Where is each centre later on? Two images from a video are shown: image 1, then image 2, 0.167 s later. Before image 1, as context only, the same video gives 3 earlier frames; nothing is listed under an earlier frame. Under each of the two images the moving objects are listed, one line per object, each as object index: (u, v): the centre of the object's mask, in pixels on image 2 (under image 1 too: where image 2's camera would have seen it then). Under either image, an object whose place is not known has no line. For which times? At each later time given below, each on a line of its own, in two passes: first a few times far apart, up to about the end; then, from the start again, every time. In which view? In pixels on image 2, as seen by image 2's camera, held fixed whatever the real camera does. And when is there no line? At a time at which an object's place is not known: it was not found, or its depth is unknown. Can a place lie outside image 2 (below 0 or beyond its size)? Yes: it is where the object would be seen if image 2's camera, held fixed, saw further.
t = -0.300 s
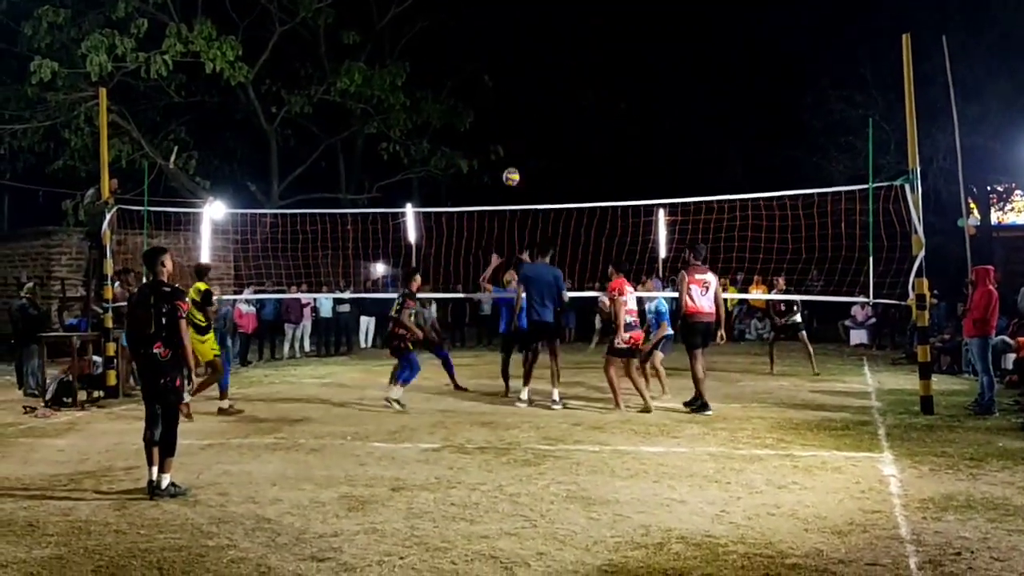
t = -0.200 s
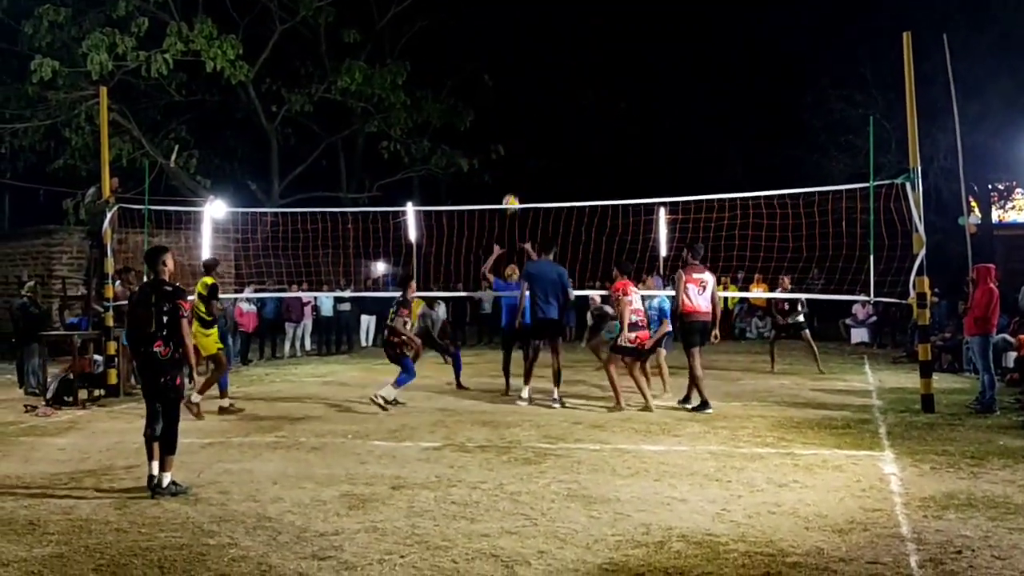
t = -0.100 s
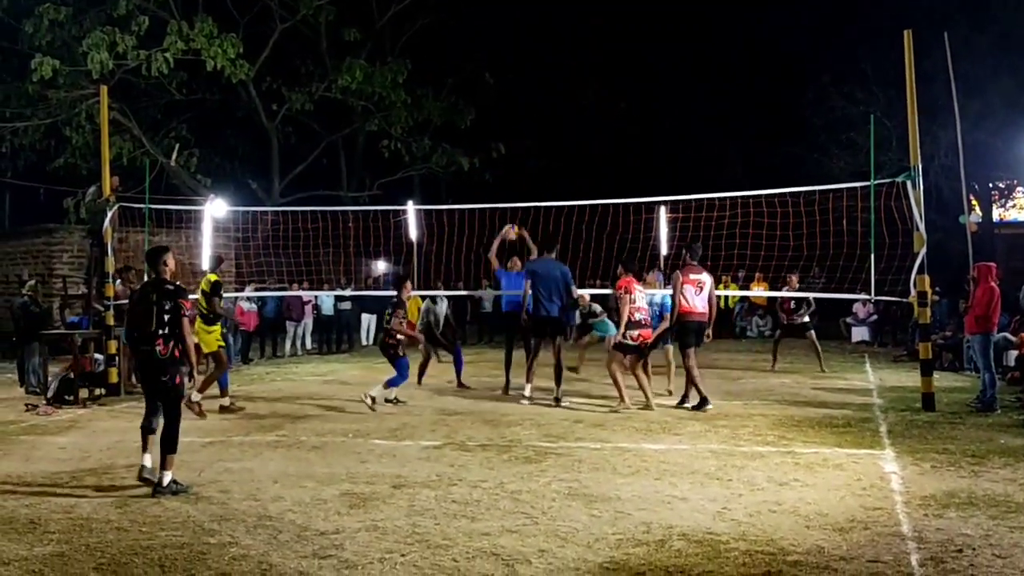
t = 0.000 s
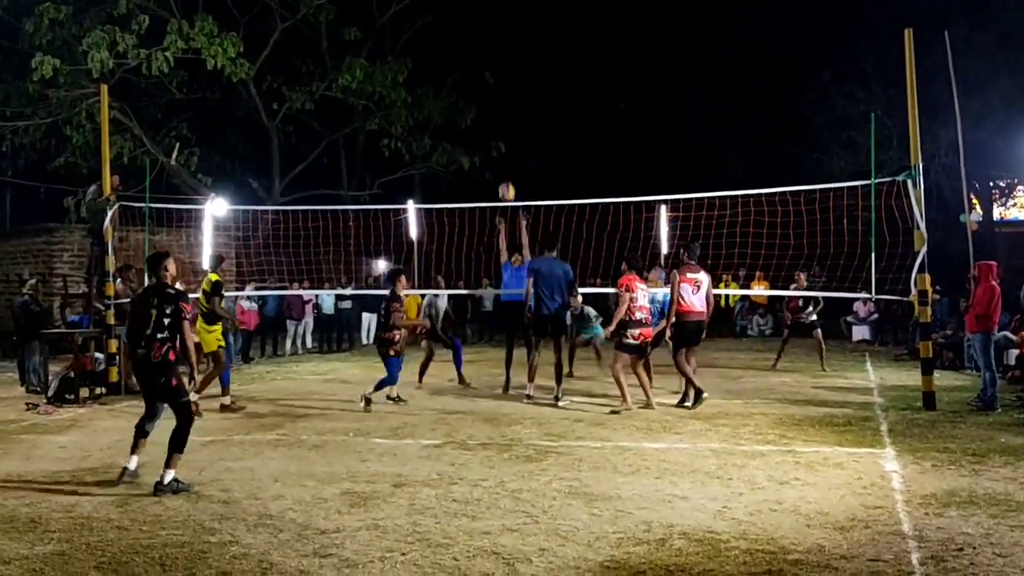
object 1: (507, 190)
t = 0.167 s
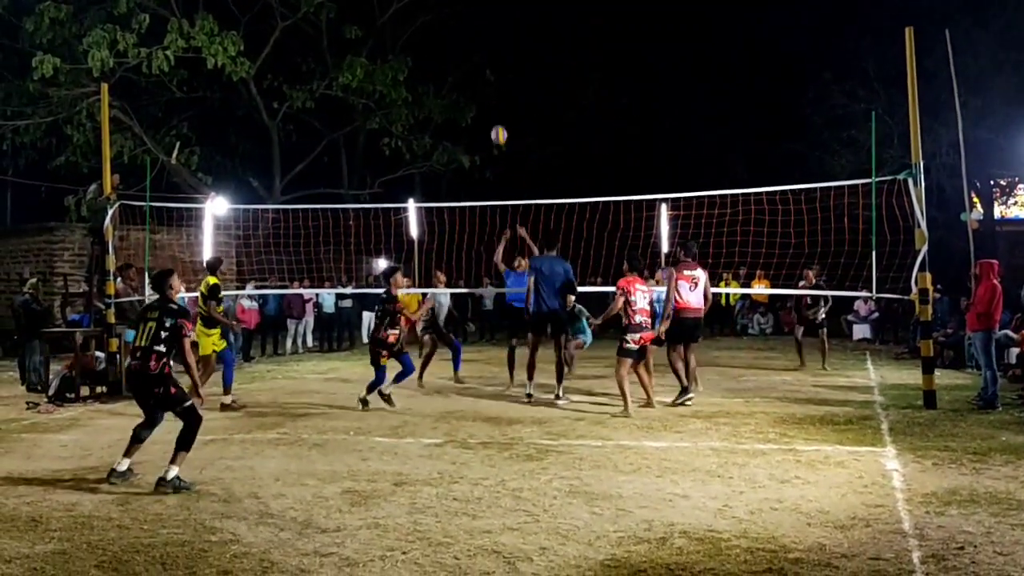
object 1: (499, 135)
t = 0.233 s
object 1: (496, 118)
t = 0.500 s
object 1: (485, 88)
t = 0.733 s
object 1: (476, 102)
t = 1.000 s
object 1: (468, 160)
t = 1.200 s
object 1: (462, 230)
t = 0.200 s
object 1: (497, 126)
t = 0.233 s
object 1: (496, 118)
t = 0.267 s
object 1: (494, 112)
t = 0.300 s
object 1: (493, 106)
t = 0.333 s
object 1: (491, 101)
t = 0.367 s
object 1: (490, 96)
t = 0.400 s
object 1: (489, 93)
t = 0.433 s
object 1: (487, 90)
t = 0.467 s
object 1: (486, 89)
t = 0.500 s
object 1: (485, 88)
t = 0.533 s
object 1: (483, 87)
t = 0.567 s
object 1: (482, 88)
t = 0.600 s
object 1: (481, 89)
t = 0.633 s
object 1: (480, 91)
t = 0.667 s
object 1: (479, 94)
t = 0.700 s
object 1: (478, 97)
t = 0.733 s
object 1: (476, 102)
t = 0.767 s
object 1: (476, 107)
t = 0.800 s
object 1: (474, 113)
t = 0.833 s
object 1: (473, 119)
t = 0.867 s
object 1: (472, 126)
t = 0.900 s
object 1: (471, 133)
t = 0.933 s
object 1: (470, 142)
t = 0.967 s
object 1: (469, 151)
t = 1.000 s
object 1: (468, 160)
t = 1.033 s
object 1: (467, 170)
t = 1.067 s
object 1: (466, 182)
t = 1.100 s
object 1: (465, 193)
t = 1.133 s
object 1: (464, 205)
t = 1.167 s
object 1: (463, 218)
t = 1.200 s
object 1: (462, 230)
